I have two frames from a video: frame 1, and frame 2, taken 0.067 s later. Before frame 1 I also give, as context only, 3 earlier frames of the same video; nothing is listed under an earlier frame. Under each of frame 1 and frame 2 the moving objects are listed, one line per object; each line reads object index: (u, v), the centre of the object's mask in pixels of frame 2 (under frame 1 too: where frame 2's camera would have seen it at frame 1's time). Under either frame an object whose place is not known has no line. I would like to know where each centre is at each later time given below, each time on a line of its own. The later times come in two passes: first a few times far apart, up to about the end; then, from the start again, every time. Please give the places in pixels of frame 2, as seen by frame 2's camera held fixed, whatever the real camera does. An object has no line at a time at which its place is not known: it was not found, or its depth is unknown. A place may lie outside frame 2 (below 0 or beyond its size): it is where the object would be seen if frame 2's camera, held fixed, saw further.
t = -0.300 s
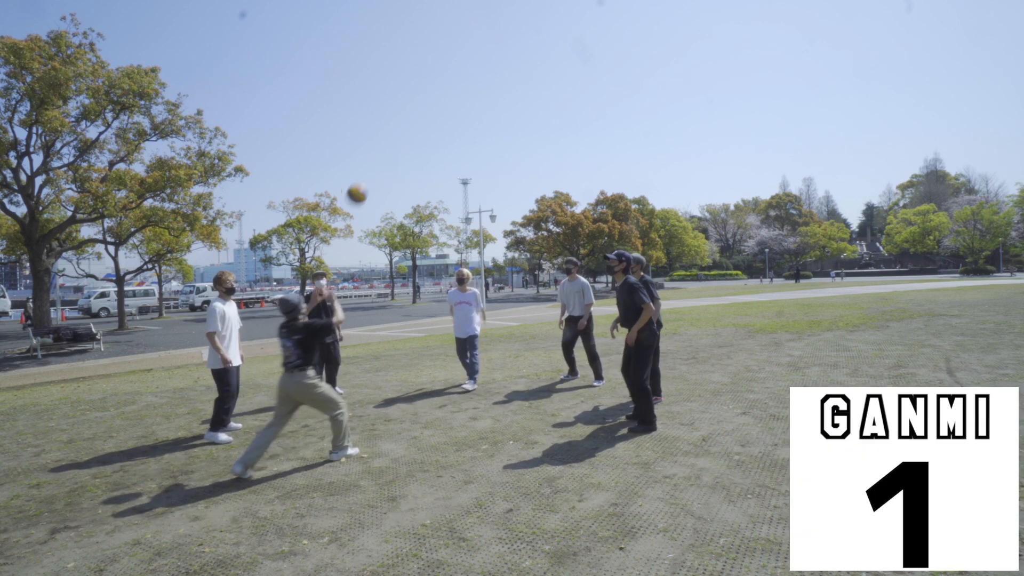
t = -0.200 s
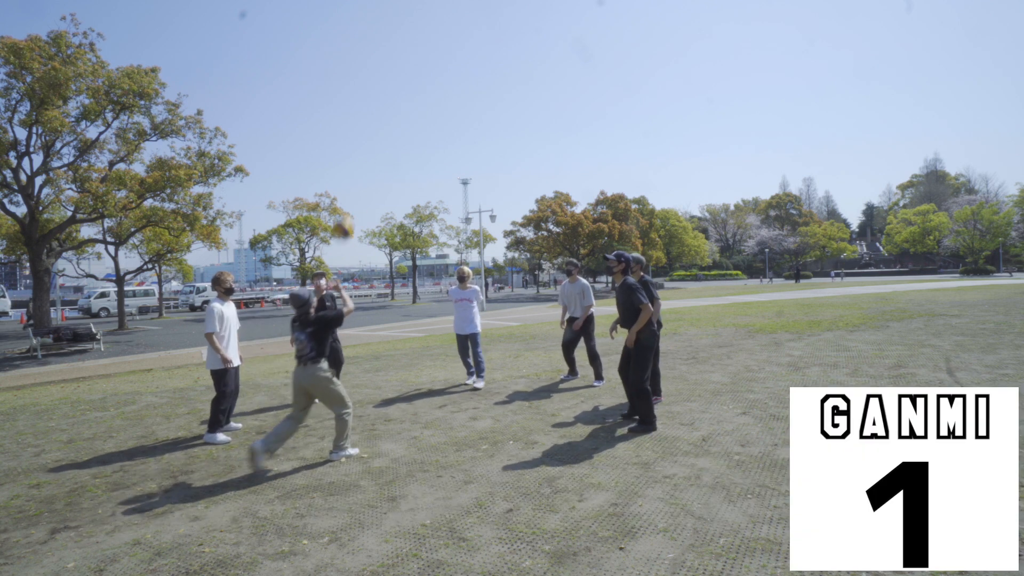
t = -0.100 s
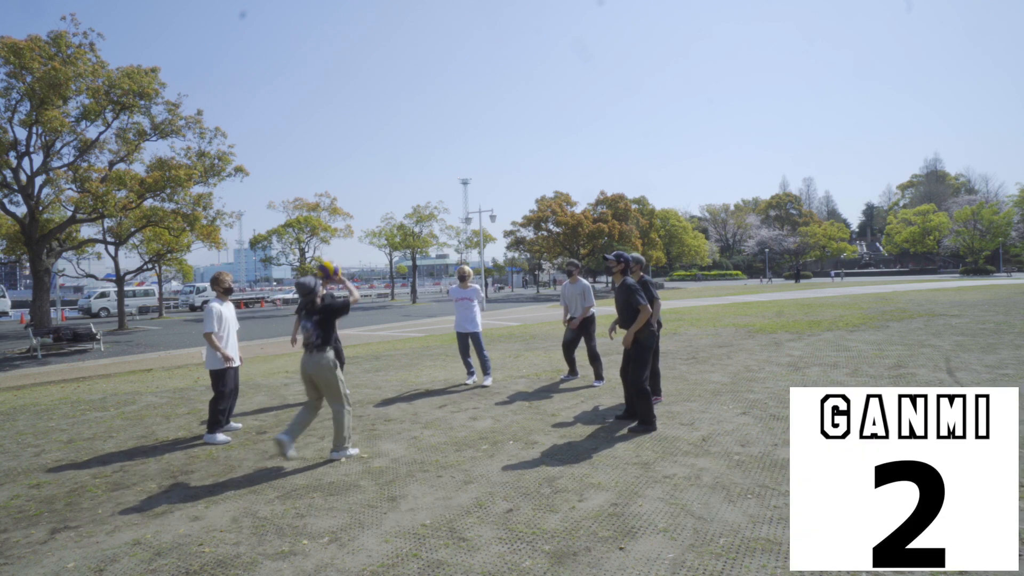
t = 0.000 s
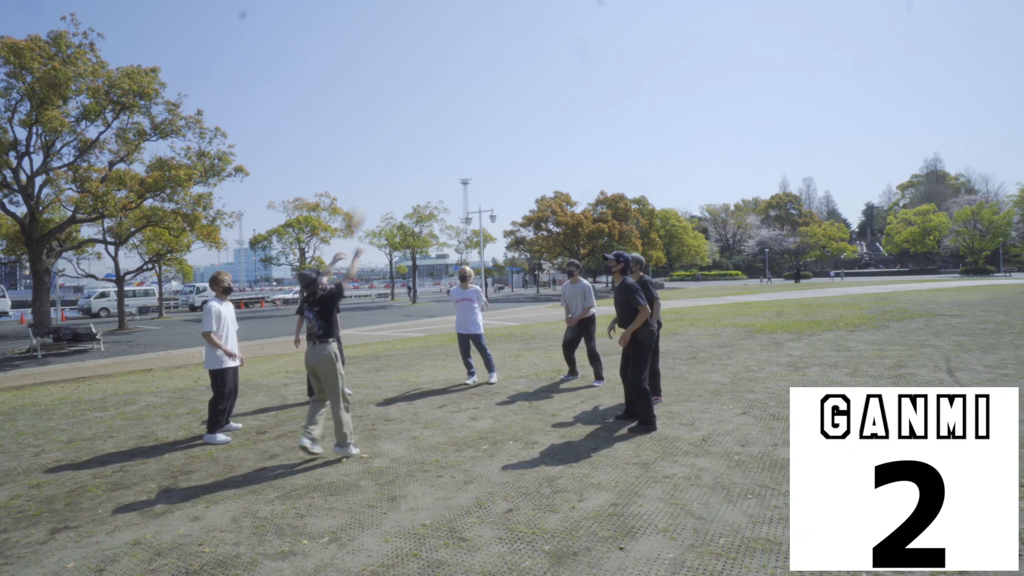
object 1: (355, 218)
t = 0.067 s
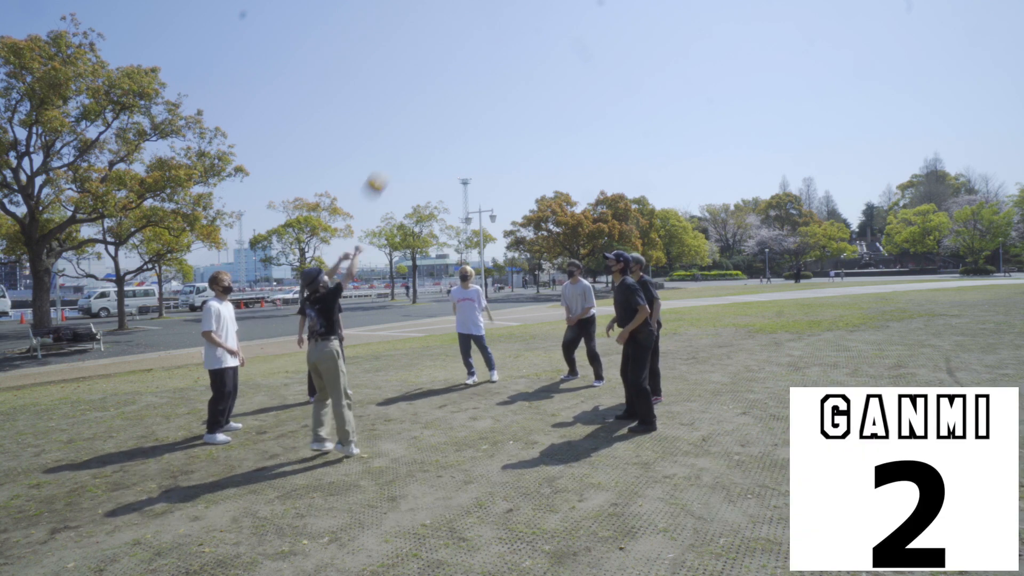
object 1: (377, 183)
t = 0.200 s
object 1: (419, 130)
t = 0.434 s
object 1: (483, 86)
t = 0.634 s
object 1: (531, 90)
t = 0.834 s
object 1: (574, 123)
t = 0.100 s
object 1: (388, 167)
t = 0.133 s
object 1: (398, 154)
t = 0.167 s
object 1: (408, 141)
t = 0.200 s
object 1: (419, 130)
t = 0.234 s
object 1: (429, 119)
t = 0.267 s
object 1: (438, 111)
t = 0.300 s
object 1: (448, 104)
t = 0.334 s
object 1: (457, 97)
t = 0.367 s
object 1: (466, 92)
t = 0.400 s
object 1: (475, 88)
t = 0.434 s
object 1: (483, 86)
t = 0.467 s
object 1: (491, 84)
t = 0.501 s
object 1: (500, 83)
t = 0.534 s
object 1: (508, 83)
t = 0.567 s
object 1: (516, 85)
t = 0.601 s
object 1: (524, 87)
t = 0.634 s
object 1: (531, 90)
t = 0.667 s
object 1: (539, 93)
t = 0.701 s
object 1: (546, 98)
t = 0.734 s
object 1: (553, 103)
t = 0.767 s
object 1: (560, 109)
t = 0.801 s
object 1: (568, 116)
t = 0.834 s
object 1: (574, 123)
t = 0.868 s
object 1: (581, 132)
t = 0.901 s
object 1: (587, 141)
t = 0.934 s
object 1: (594, 150)
